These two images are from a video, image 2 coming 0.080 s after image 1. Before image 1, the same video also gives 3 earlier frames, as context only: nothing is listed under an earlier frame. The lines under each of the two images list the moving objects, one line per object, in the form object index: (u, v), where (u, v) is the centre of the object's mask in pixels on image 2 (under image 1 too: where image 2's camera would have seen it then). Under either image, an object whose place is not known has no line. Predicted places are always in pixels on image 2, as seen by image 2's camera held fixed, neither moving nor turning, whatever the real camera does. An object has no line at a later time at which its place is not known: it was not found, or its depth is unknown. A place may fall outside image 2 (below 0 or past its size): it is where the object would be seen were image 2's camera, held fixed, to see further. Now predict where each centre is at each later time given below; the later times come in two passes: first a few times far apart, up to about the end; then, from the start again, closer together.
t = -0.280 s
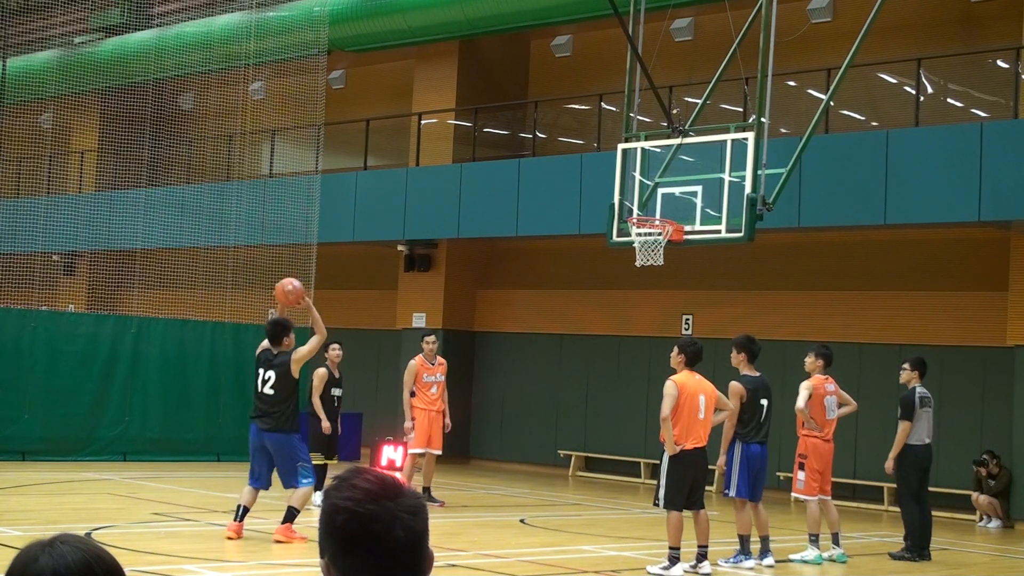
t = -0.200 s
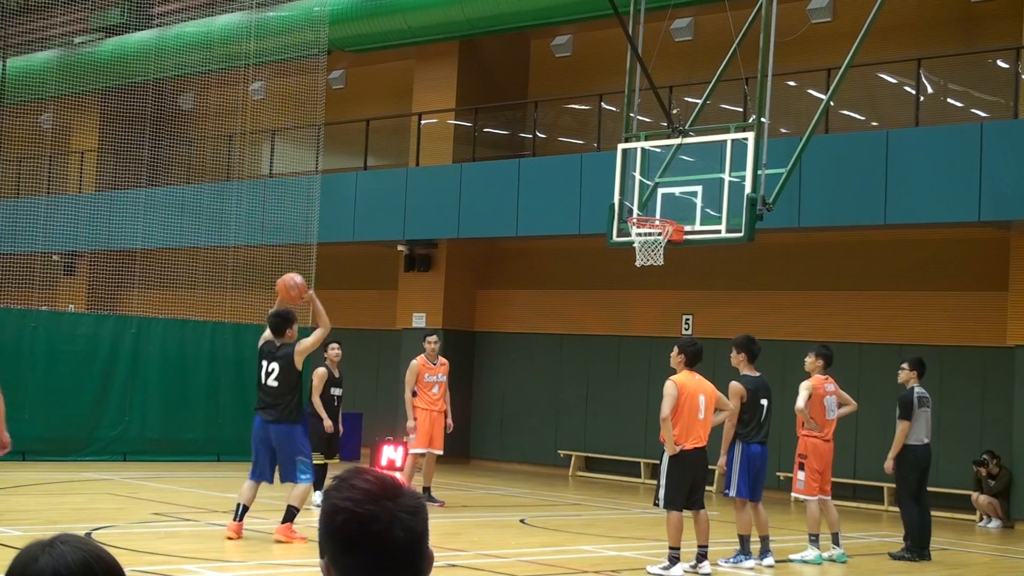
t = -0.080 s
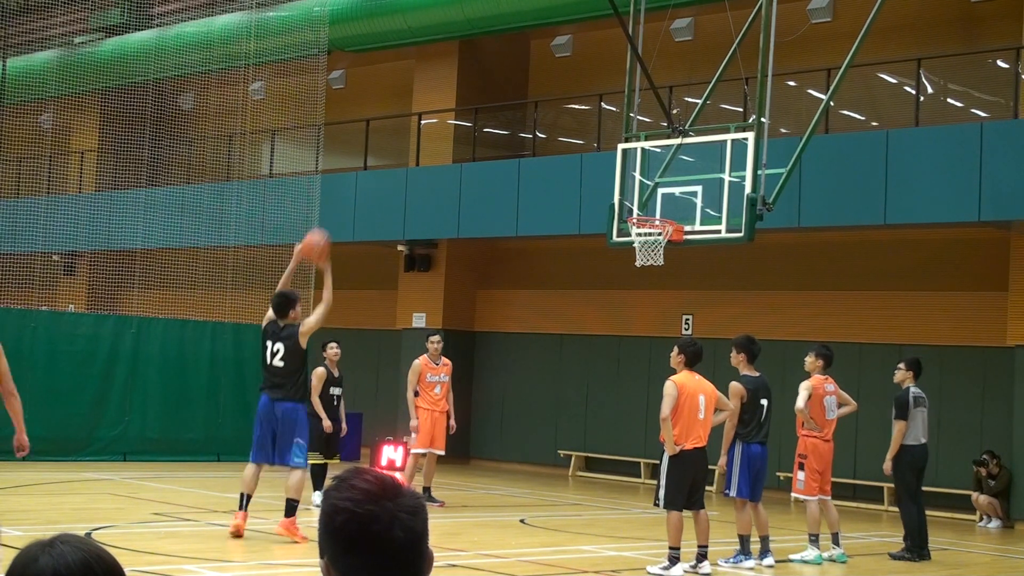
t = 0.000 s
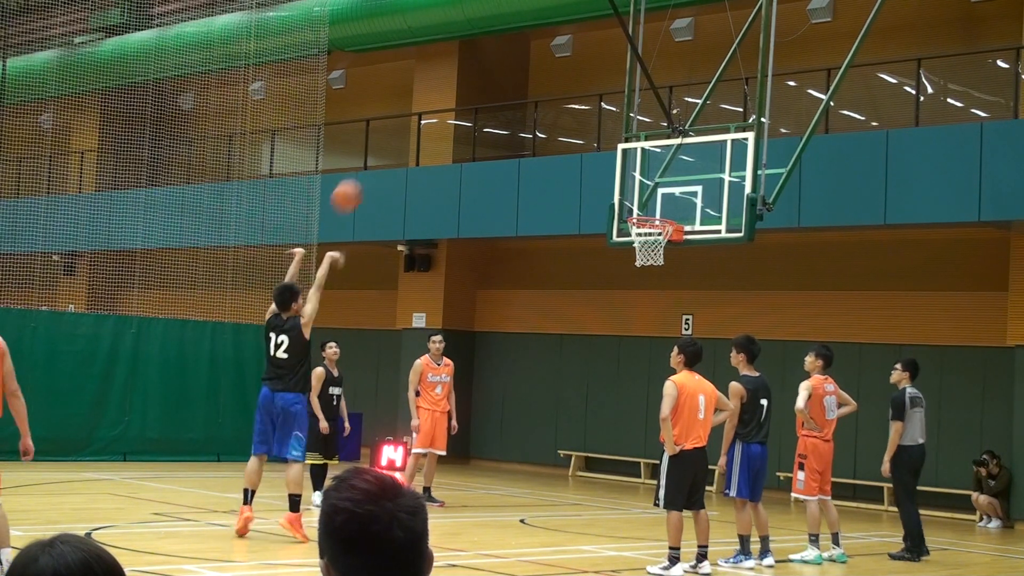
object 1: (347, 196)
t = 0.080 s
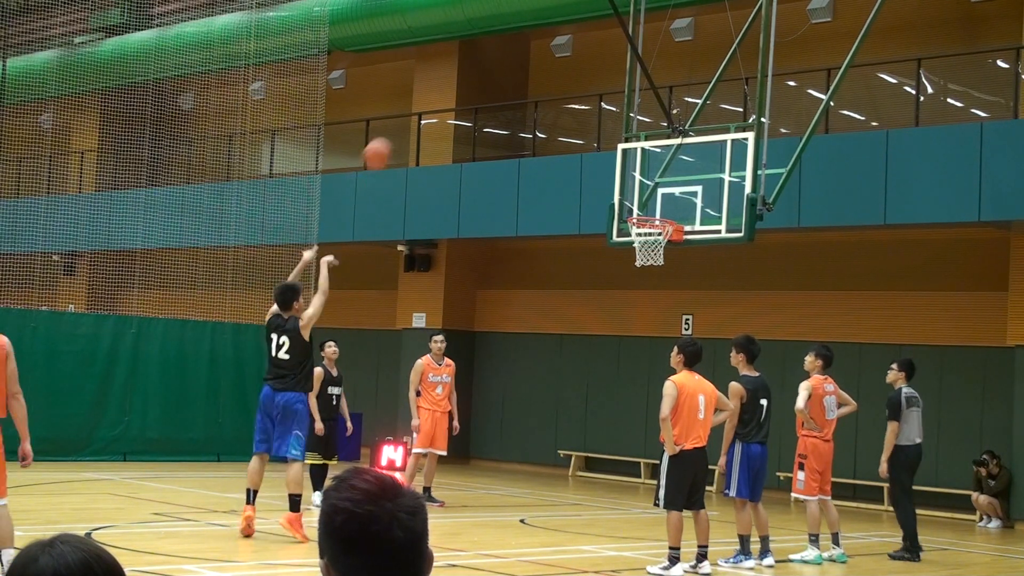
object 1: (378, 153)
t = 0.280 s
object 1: (449, 85)
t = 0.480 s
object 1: (512, 63)
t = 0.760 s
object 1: (589, 100)
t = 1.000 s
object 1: (647, 191)
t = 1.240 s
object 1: (636, 296)
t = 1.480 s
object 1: (598, 443)
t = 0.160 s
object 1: (407, 120)
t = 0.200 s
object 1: (421, 106)
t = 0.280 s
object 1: (449, 85)
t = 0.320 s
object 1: (462, 77)
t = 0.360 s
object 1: (475, 71)
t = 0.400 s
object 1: (487, 66)
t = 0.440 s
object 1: (500, 64)
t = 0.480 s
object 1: (512, 63)
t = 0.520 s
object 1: (524, 63)
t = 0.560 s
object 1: (535, 65)
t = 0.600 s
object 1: (547, 69)
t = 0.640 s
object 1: (558, 75)
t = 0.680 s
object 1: (569, 82)
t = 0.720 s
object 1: (579, 90)
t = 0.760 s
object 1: (589, 100)
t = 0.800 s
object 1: (600, 112)
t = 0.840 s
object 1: (609, 124)
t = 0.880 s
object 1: (618, 137)
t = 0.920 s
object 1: (629, 156)
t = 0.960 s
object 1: (637, 172)
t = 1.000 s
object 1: (647, 191)
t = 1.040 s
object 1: (656, 208)
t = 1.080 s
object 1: (659, 229)
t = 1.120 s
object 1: (655, 245)
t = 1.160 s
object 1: (648, 269)
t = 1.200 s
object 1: (643, 279)
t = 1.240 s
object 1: (636, 296)
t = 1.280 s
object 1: (629, 317)
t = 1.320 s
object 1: (623, 339)
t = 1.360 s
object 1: (617, 363)
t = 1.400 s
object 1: (611, 389)
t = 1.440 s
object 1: (605, 416)
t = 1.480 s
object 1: (598, 443)
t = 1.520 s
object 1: (591, 473)
